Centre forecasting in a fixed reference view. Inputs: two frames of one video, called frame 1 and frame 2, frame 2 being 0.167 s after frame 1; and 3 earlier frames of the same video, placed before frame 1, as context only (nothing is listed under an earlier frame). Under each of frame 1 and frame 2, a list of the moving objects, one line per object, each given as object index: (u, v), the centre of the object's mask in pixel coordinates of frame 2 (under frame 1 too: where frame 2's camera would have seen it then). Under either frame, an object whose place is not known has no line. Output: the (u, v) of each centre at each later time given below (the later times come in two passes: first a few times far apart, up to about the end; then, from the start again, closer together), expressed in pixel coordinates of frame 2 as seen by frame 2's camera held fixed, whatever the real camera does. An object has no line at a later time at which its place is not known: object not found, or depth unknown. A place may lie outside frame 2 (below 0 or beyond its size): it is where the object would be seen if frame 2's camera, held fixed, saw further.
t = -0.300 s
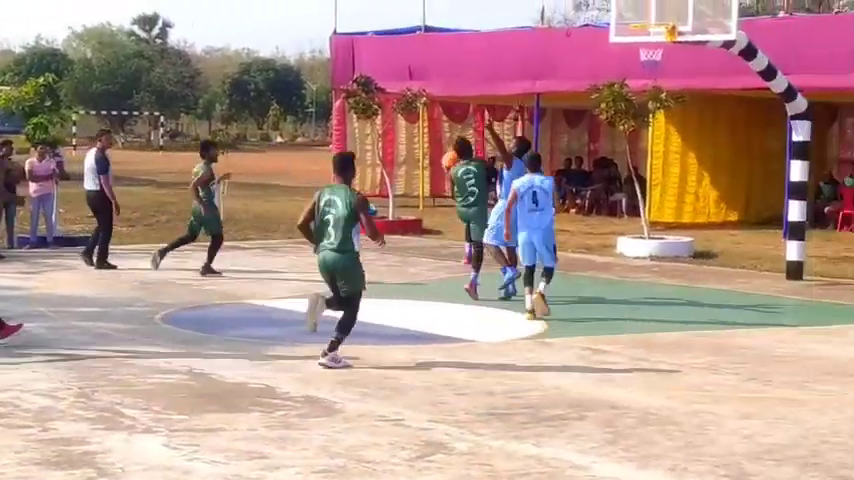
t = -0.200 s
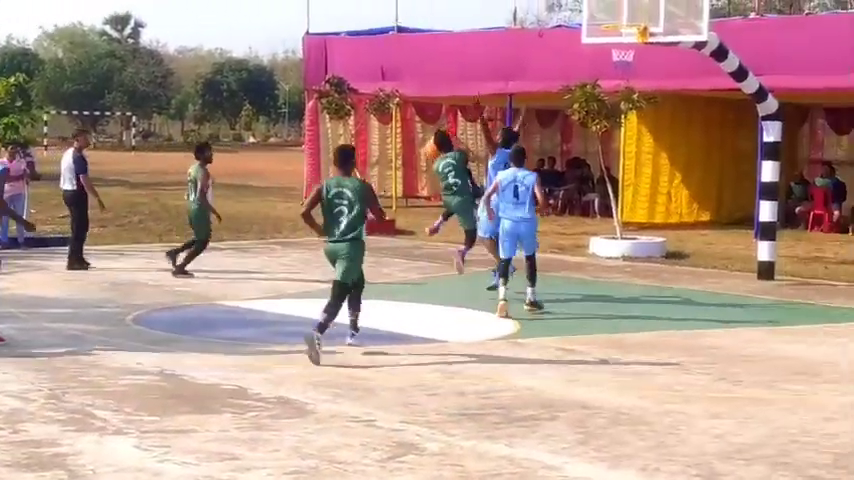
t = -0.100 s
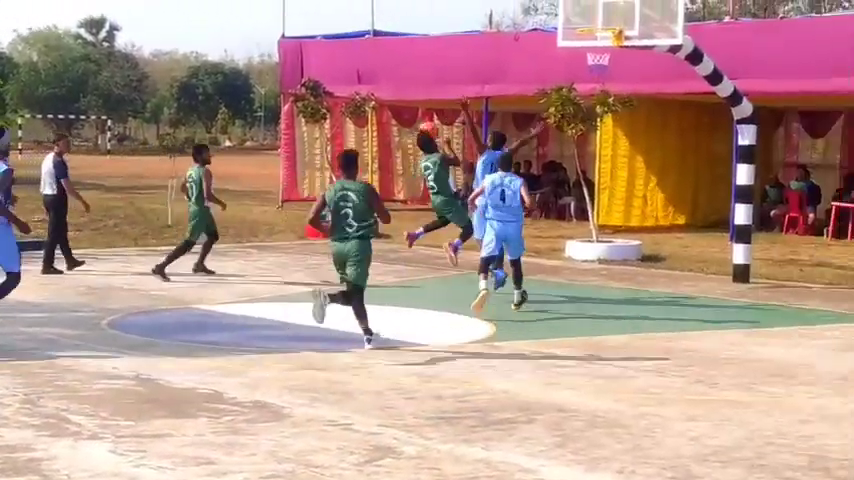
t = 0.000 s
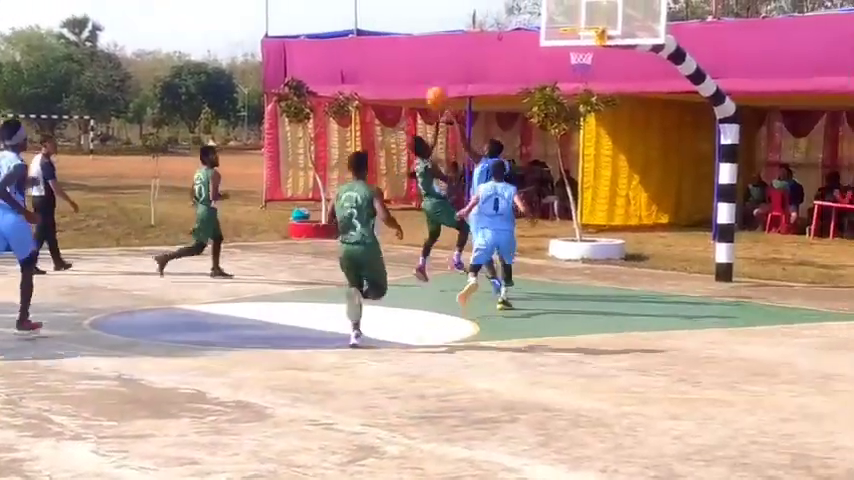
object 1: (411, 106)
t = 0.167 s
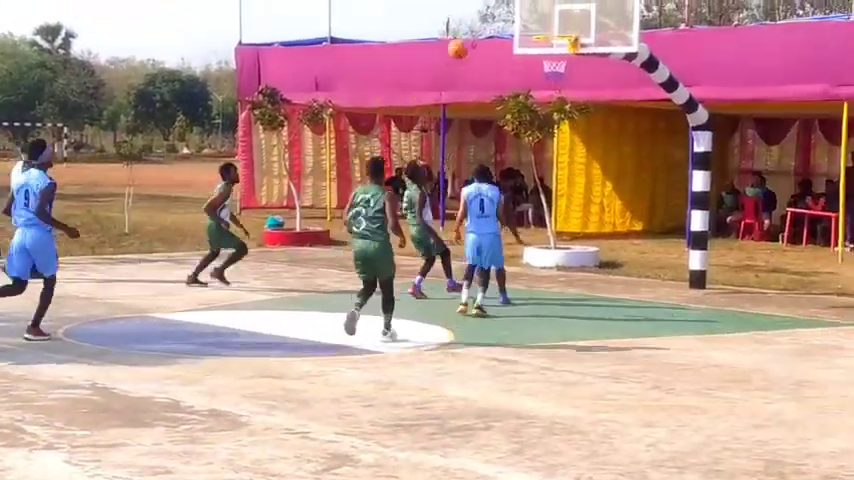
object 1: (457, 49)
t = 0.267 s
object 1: (487, 28)
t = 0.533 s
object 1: (561, 7)
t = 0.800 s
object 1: (553, 21)
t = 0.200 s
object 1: (467, 41)
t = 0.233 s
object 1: (477, 35)
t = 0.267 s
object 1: (487, 28)
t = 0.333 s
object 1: (505, 17)
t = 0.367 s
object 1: (515, 13)
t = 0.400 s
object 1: (526, 10)
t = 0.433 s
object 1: (536, 8)
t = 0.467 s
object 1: (545, 7)
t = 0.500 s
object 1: (554, 7)
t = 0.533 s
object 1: (561, 7)
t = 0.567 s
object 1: (561, 8)
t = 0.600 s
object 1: (560, 9)
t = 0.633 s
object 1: (558, 11)
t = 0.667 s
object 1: (557, 14)
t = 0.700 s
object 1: (556, 19)
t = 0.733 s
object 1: (555, 22)
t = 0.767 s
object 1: (555, 24)
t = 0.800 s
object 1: (553, 21)
